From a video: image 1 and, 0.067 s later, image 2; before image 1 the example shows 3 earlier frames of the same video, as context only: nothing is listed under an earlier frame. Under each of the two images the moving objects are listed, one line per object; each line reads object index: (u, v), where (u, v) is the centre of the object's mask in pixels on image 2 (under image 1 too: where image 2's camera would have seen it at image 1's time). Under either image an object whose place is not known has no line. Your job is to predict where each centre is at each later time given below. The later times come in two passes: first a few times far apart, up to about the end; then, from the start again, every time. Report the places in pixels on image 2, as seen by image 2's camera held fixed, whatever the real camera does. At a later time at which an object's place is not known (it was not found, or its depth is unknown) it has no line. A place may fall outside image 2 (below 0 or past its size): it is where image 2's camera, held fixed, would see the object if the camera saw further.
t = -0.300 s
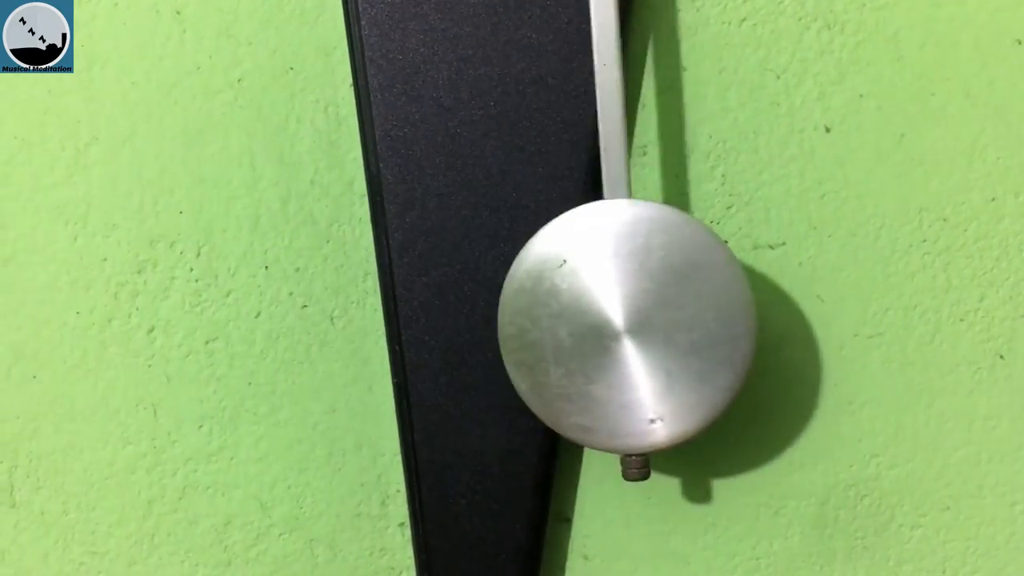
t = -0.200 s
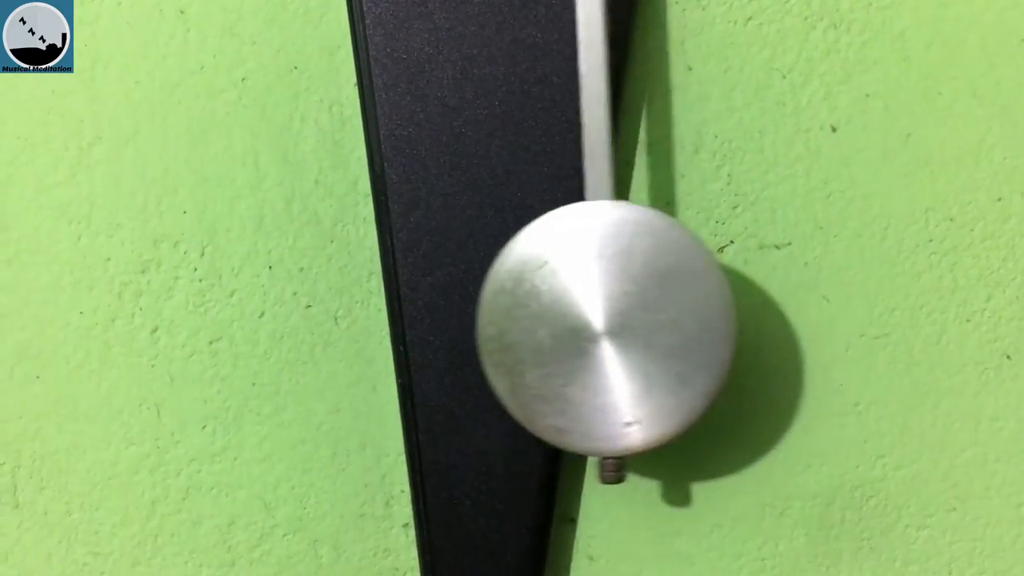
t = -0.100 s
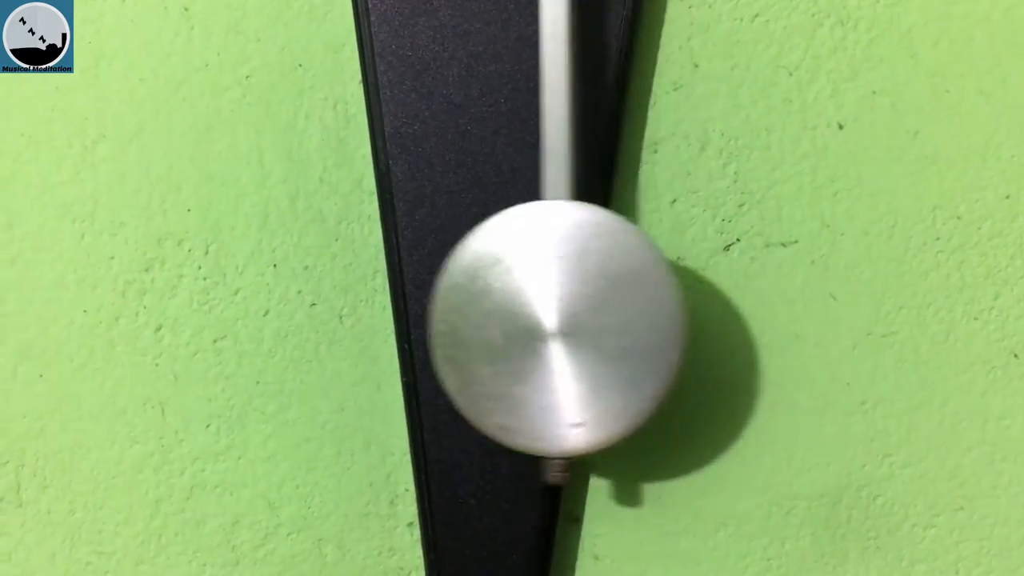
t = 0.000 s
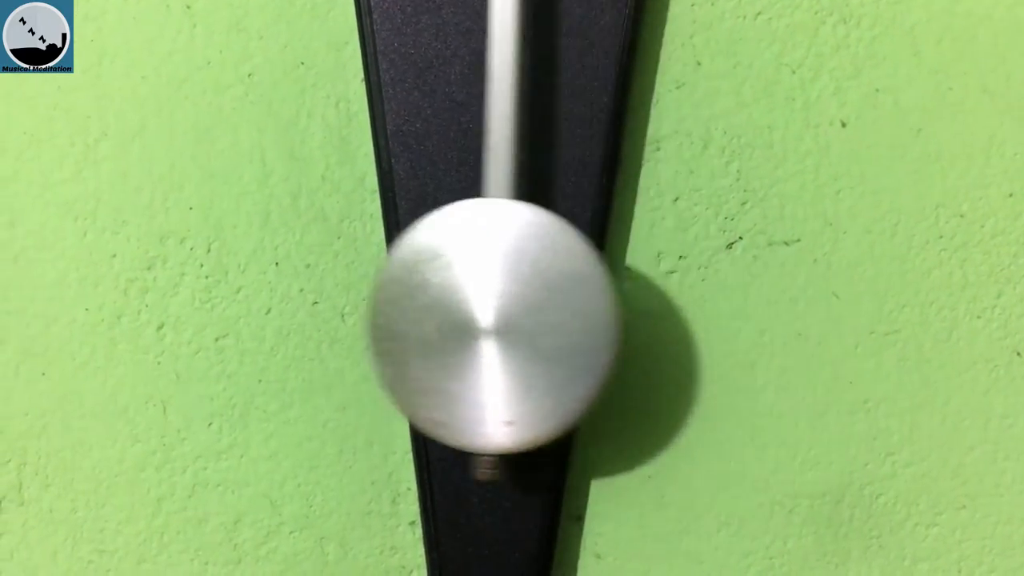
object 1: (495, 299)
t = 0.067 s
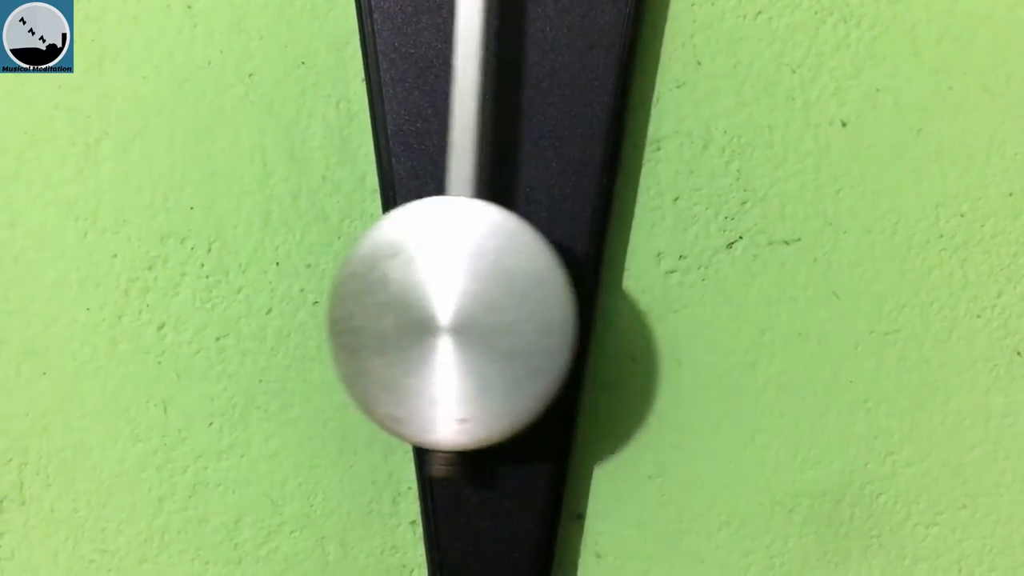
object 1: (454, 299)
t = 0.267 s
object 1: (394, 298)
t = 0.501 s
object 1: (481, 298)
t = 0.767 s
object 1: (626, 301)
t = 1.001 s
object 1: (594, 298)
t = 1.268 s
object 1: (439, 293)
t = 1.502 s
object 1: (404, 297)
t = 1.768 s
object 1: (550, 297)
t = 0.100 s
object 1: (437, 298)
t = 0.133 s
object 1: (421, 297)
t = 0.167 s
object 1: (408, 297)
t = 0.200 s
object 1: (400, 297)
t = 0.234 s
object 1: (394, 298)
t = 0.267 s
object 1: (394, 298)
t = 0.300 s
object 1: (396, 297)
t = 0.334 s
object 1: (403, 297)
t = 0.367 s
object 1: (413, 298)
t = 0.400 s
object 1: (426, 298)
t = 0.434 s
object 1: (443, 298)
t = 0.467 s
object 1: (461, 298)
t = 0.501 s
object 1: (481, 298)
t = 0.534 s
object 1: (502, 299)
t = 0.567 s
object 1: (523, 301)
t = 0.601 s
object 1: (544, 300)
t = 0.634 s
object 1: (564, 299)
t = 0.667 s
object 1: (584, 301)
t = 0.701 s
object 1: (601, 300)
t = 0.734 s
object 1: (615, 301)
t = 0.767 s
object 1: (626, 301)
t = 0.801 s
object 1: (633, 300)
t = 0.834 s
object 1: (636, 300)
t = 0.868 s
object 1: (635, 300)
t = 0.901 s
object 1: (630, 300)
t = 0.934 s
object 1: (621, 299)
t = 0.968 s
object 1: (609, 299)
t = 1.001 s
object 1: (594, 298)
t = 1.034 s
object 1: (577, 298)
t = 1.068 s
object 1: (558, 297)
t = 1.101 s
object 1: (537, 297)
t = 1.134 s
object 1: (517, 297)
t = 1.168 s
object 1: (496, 295)
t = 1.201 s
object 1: (476, 295)
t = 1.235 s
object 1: (457, 294)
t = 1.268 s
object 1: (439, 293)
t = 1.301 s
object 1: (423, 294)
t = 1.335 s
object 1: (410, 295)
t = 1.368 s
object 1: (401, 295)
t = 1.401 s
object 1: (396, 296)
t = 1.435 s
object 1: (395, 296)
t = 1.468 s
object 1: (397, 296)
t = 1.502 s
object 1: (404, 297)
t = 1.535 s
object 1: (415, 297)
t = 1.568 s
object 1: (429, 297)
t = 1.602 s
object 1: (446, 298)
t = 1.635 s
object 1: (465, 297)
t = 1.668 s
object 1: (486, 298)
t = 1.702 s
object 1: (508, 297)
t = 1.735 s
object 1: (529, 297)
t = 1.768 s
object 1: (550, 297)
